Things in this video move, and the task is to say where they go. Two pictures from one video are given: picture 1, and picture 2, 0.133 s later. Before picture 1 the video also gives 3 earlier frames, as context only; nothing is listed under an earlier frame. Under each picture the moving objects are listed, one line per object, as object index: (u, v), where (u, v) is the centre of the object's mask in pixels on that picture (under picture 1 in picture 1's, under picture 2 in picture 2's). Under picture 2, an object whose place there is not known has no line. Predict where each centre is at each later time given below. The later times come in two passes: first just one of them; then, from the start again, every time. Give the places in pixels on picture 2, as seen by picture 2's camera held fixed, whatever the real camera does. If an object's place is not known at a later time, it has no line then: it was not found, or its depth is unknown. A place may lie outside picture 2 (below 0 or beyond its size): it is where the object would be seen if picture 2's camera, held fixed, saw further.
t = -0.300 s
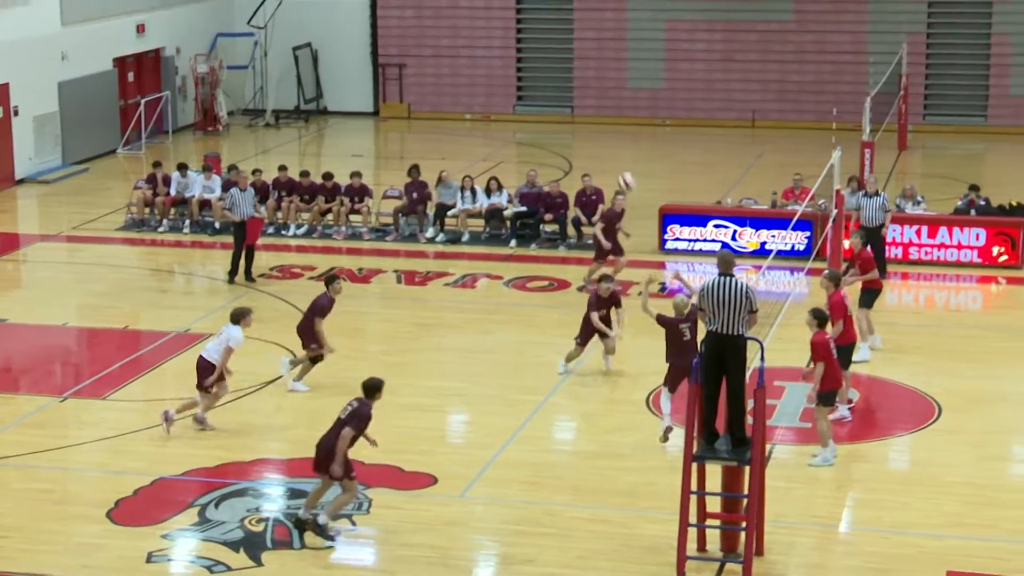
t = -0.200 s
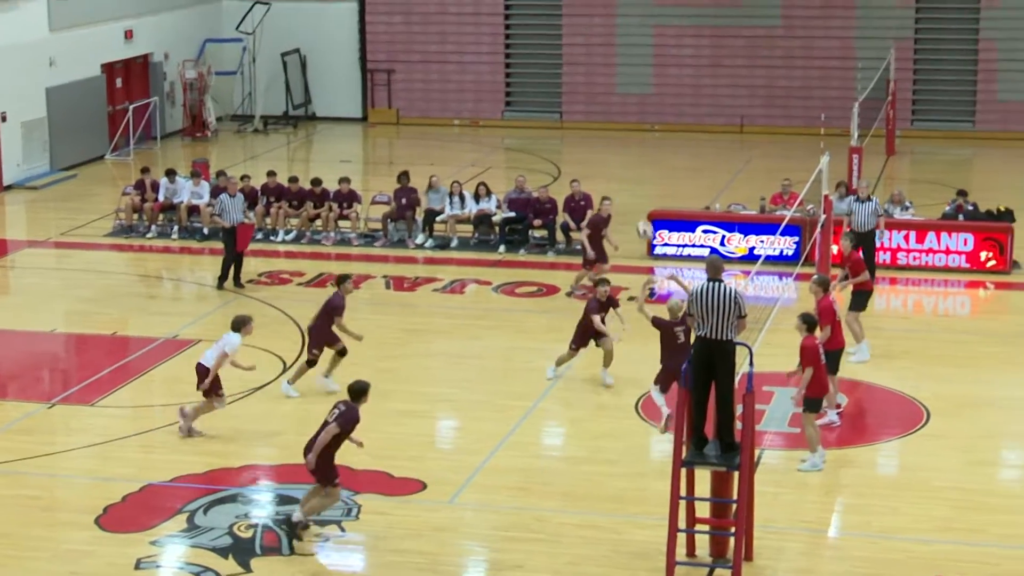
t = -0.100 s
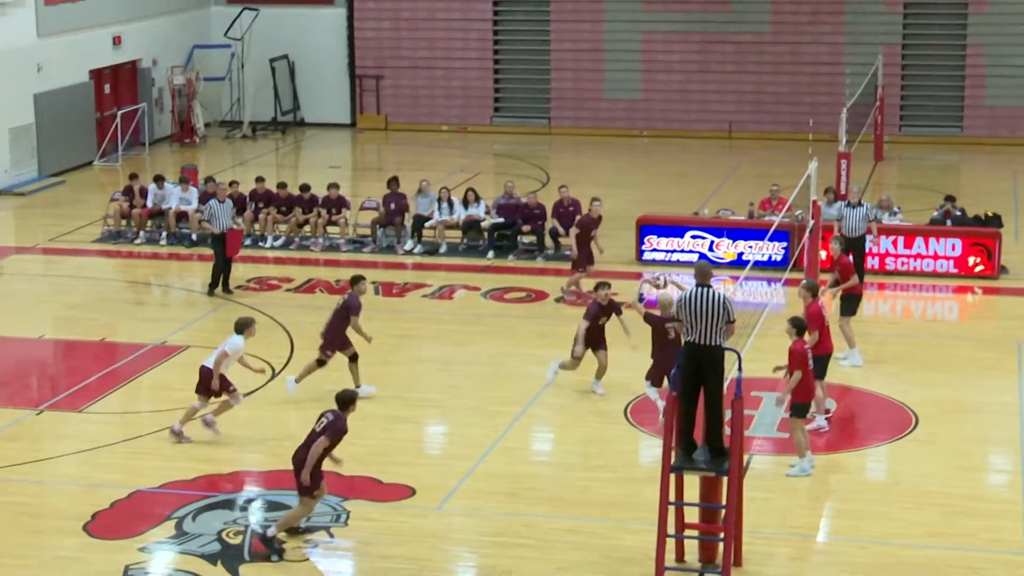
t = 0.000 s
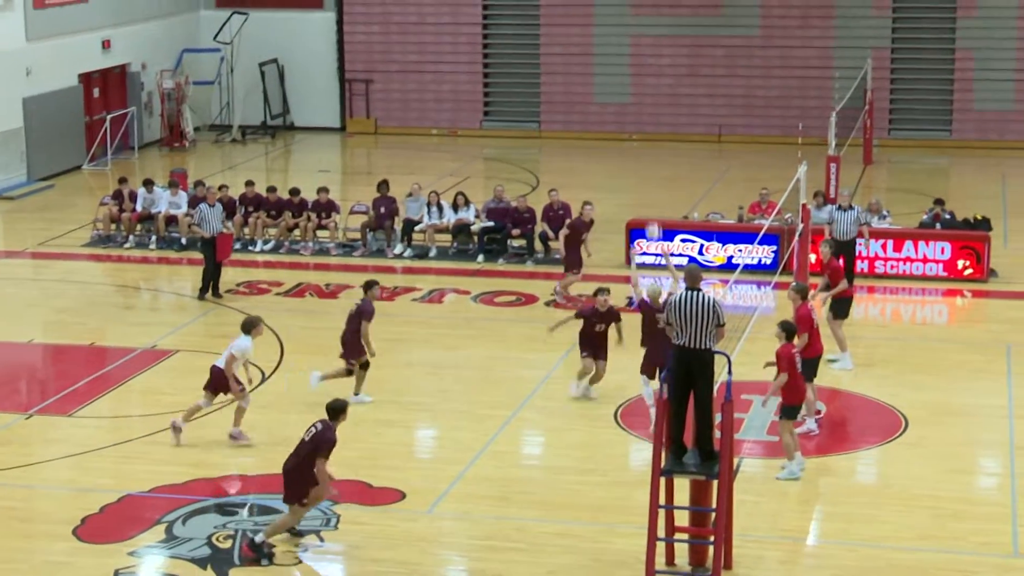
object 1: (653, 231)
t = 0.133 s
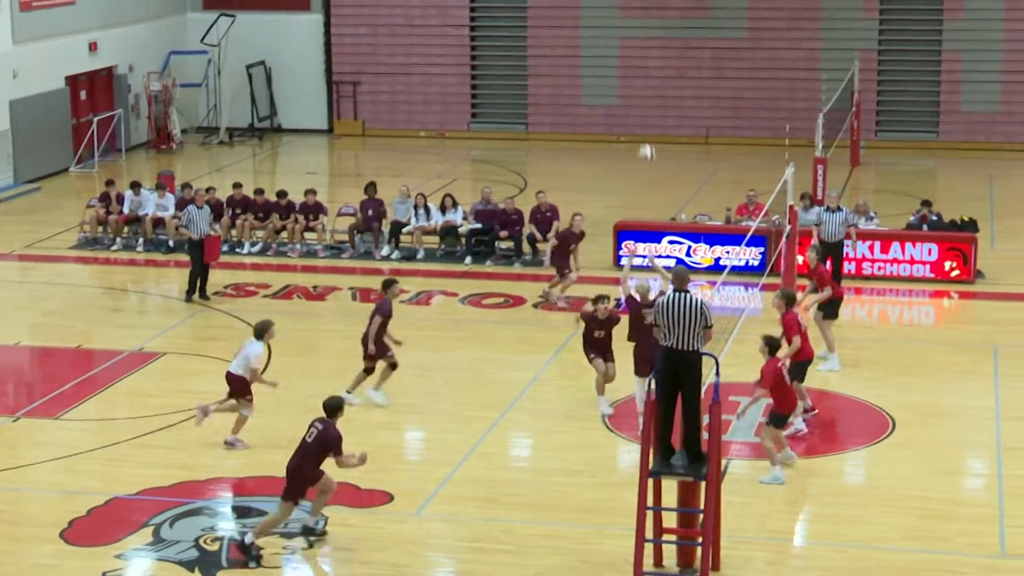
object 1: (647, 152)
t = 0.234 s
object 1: (647, 105)
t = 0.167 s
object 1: (646, 134)
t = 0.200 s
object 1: (647, 120)
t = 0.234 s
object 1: (647, 105)
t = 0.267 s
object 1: (647, 91)
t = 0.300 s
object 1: (646, 78)
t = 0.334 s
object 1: (645, 67)
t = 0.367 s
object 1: (645, 56)
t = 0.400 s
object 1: (644, 46)
